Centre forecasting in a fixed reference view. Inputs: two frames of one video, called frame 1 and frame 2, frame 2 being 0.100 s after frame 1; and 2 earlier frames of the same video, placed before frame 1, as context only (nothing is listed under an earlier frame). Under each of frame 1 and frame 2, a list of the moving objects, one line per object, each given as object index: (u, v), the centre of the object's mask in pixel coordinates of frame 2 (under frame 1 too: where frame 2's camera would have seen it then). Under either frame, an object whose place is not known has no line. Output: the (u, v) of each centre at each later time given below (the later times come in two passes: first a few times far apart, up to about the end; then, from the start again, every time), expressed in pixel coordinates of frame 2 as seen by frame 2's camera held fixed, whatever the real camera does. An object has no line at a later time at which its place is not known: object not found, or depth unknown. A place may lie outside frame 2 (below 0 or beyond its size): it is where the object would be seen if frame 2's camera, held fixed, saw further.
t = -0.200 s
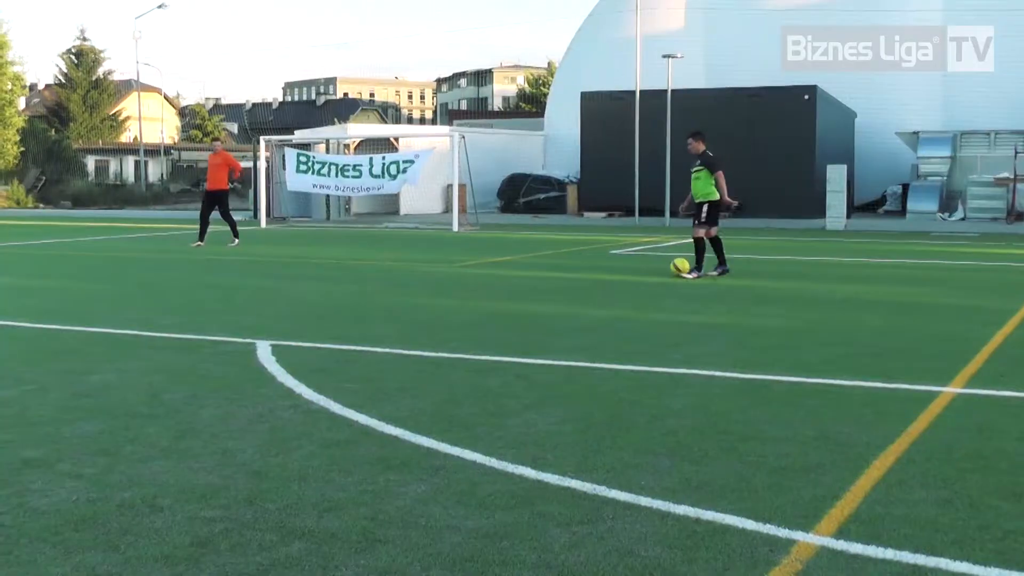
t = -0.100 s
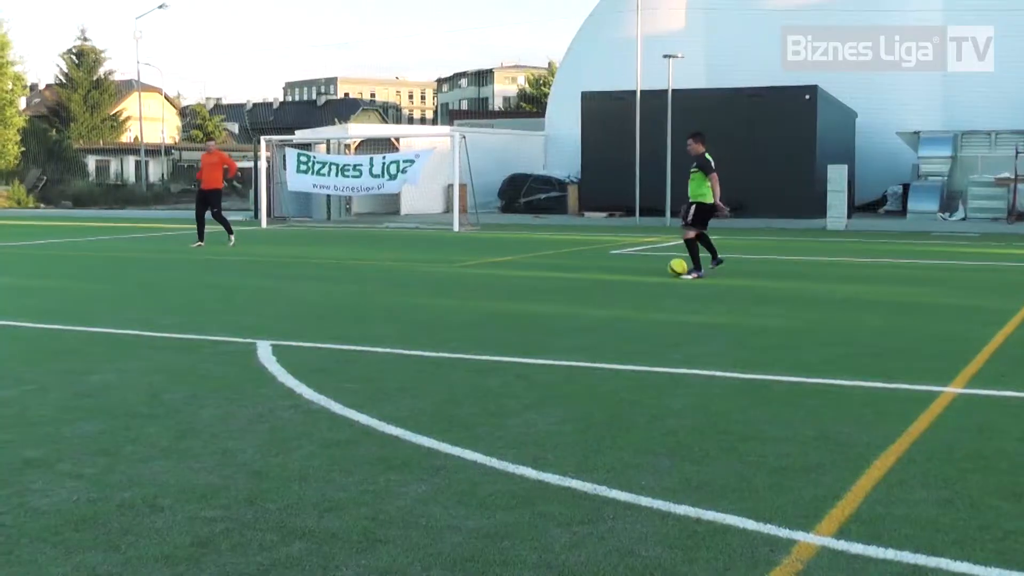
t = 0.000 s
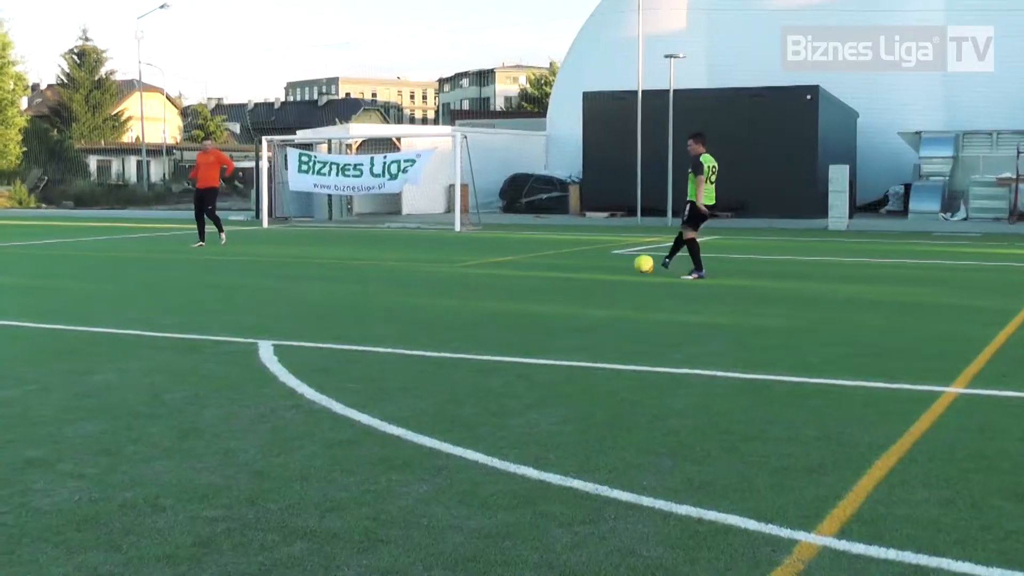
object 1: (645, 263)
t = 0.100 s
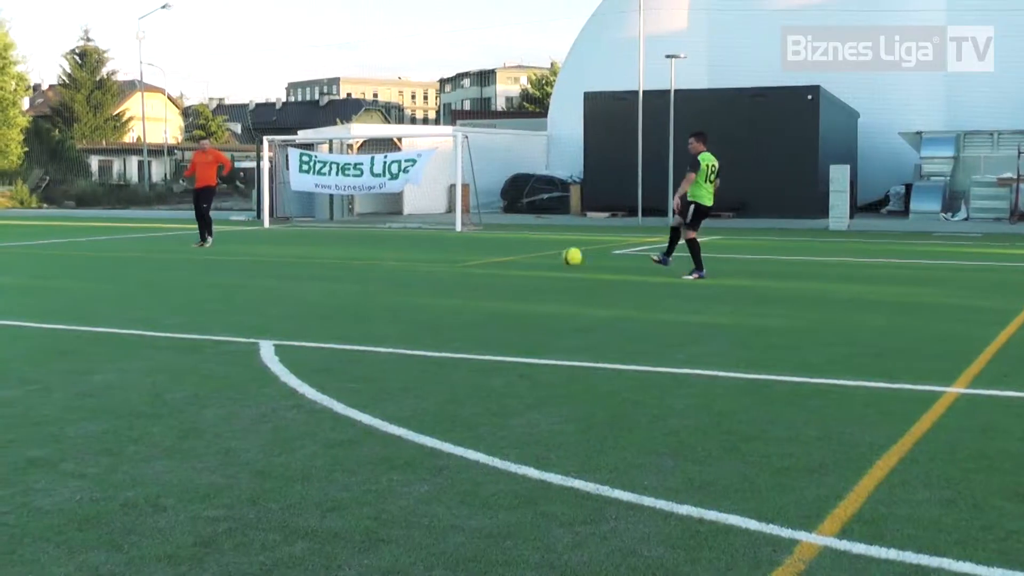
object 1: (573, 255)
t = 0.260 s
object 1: (457, 262)
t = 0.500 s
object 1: (312, 256)
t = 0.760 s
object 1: (169, 260)
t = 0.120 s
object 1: (558, 255)
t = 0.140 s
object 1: (543, 254)
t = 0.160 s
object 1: (528, 254)
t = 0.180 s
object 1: (513, 255)
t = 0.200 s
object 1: (498, 257)
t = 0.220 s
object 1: (484, 259)
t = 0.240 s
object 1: (471, 260)
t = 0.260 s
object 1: (457, 262)
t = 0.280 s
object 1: (443, 264)
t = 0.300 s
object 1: (428, 265)
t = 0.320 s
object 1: (413, 268)
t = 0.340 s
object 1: (400, 266)
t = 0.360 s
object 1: (390, 266)
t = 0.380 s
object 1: (380, 262)
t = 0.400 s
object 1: (371, 260)
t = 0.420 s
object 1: (358, 257)
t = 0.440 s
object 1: (344, 256)
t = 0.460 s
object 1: (334, 256)
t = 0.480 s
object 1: (324, 259)
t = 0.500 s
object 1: (312, 256)
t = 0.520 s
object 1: (302, 255)
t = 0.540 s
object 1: (289, 254)
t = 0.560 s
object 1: (279, 257)
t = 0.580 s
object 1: (267, 259)
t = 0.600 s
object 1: (256, 260)
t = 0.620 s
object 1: (245, 262)
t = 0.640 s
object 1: (234, 261)
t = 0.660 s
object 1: (223, 267)
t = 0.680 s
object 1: (211, 268)
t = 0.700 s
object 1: (200, 266)
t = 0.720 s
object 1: (190, 264)
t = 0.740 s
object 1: (180, 262)
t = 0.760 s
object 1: (169, 260)
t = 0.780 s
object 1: (158, 260)
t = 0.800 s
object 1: (147, 258)
